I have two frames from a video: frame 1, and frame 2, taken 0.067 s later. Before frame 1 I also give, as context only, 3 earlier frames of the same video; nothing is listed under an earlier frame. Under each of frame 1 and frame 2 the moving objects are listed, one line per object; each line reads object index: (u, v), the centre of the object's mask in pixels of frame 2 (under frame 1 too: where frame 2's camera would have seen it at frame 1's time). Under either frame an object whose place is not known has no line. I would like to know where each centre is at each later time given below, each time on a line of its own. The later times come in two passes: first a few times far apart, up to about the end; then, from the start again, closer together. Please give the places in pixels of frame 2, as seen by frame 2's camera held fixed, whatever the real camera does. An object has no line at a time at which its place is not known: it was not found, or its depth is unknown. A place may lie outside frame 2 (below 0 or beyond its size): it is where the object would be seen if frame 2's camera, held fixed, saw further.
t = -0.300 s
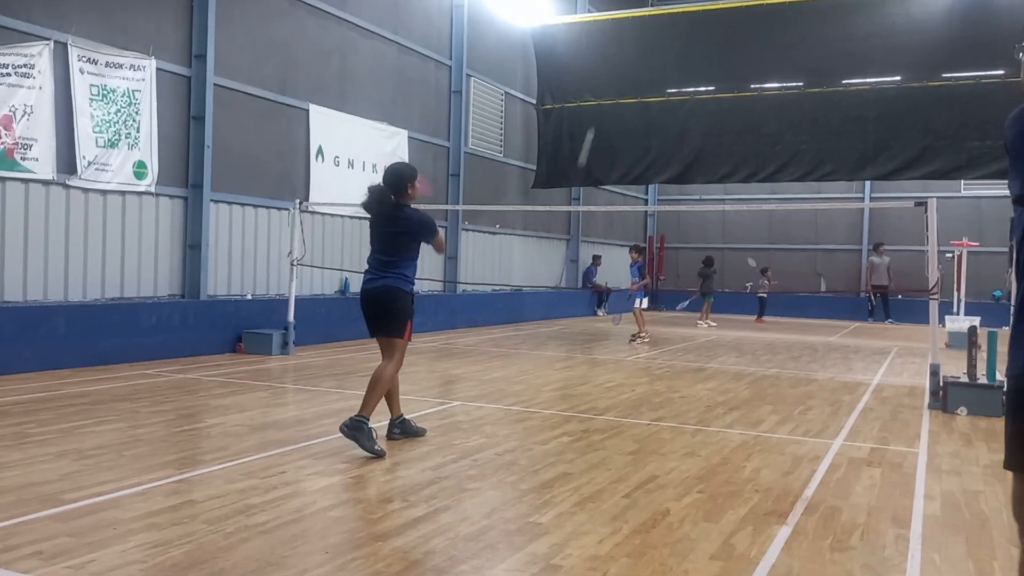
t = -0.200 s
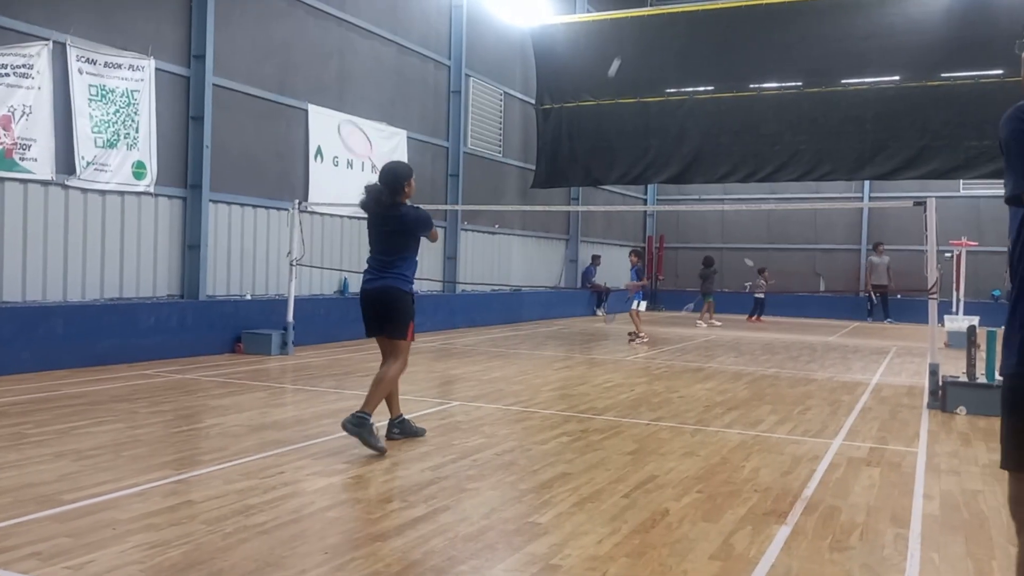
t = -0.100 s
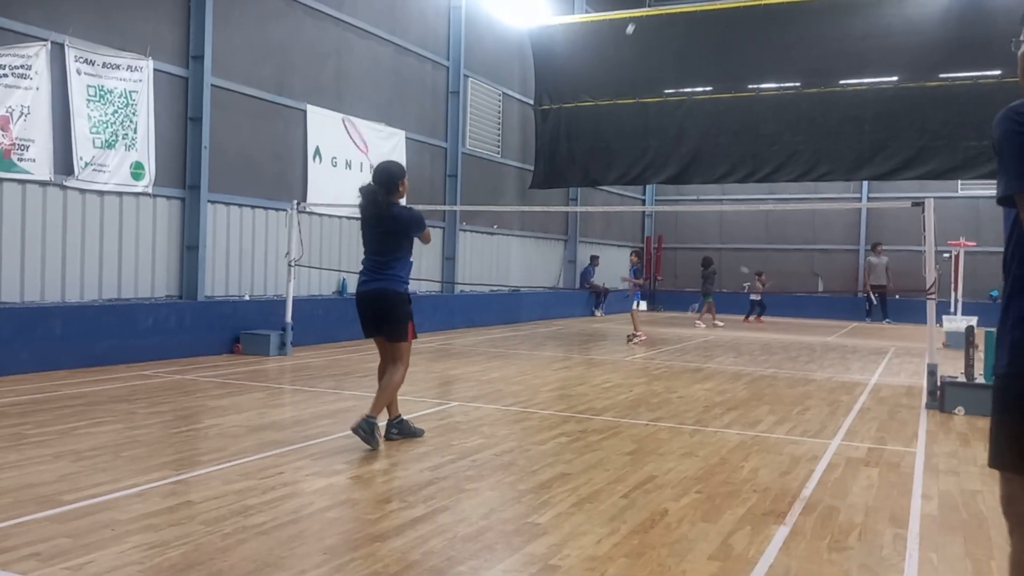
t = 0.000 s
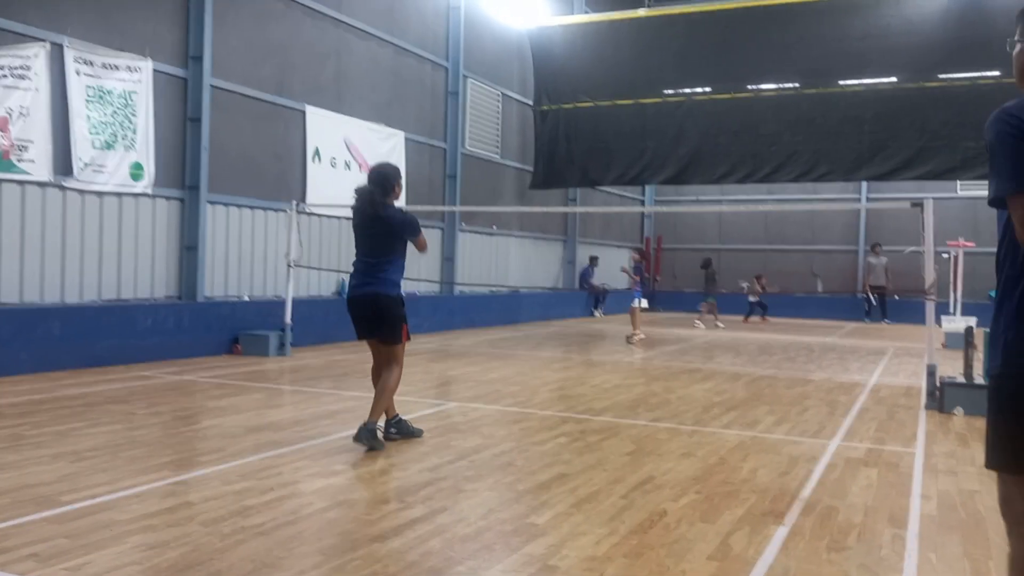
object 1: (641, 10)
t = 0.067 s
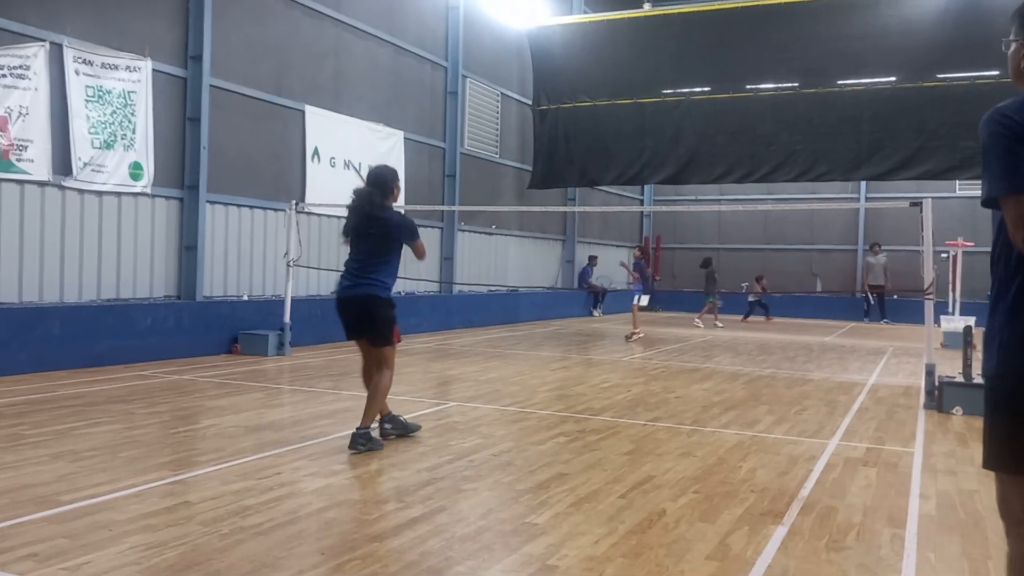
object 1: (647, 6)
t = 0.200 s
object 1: (656, 8)
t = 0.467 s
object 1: (672, 45)
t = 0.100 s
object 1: (650, 5)
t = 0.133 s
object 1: (652, 5)
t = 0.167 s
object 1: (654, 6)
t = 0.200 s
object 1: (656, 8)
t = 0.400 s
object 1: (668, 32)
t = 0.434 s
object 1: (670, 39)
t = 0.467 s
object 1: (672, 45)
